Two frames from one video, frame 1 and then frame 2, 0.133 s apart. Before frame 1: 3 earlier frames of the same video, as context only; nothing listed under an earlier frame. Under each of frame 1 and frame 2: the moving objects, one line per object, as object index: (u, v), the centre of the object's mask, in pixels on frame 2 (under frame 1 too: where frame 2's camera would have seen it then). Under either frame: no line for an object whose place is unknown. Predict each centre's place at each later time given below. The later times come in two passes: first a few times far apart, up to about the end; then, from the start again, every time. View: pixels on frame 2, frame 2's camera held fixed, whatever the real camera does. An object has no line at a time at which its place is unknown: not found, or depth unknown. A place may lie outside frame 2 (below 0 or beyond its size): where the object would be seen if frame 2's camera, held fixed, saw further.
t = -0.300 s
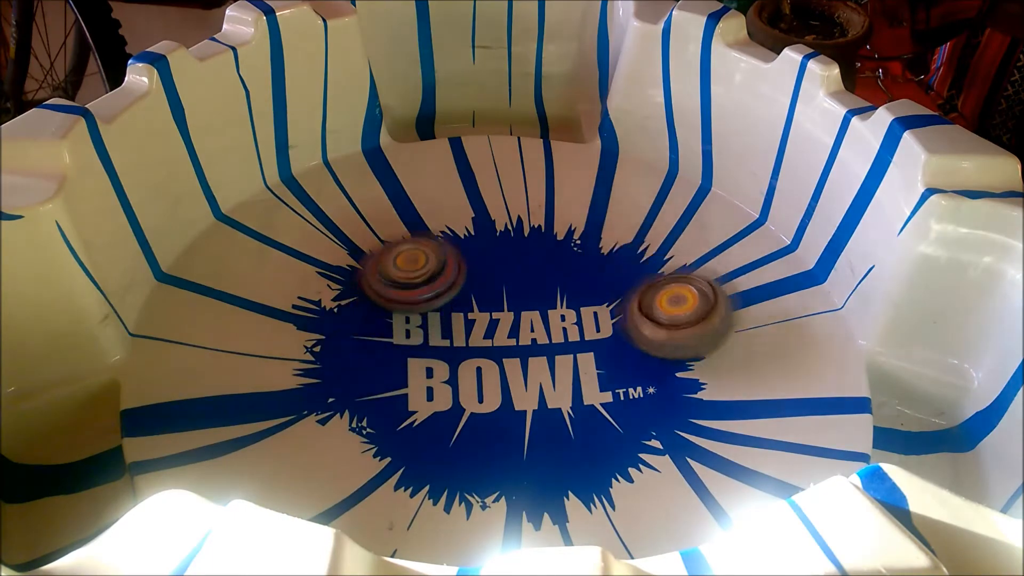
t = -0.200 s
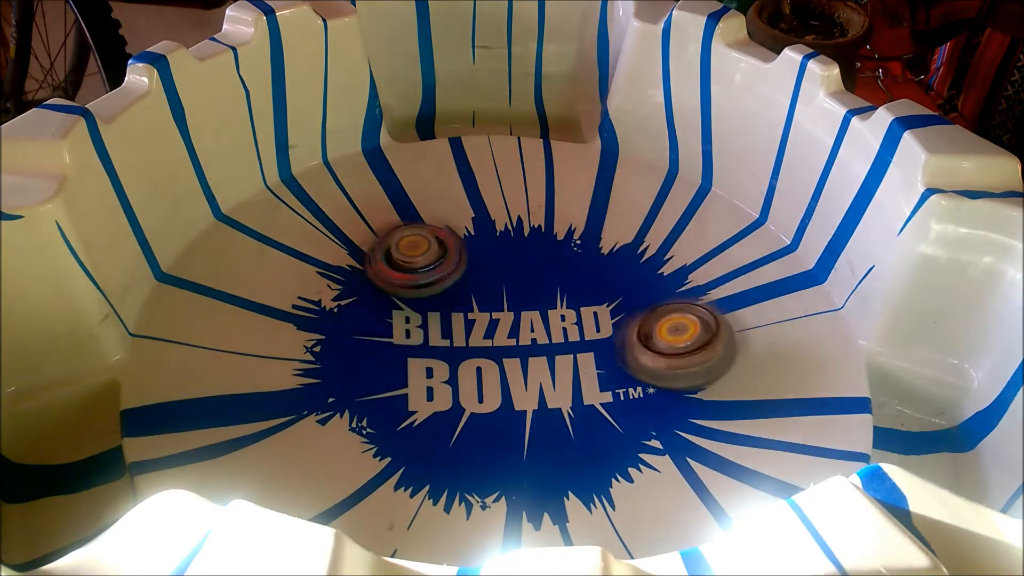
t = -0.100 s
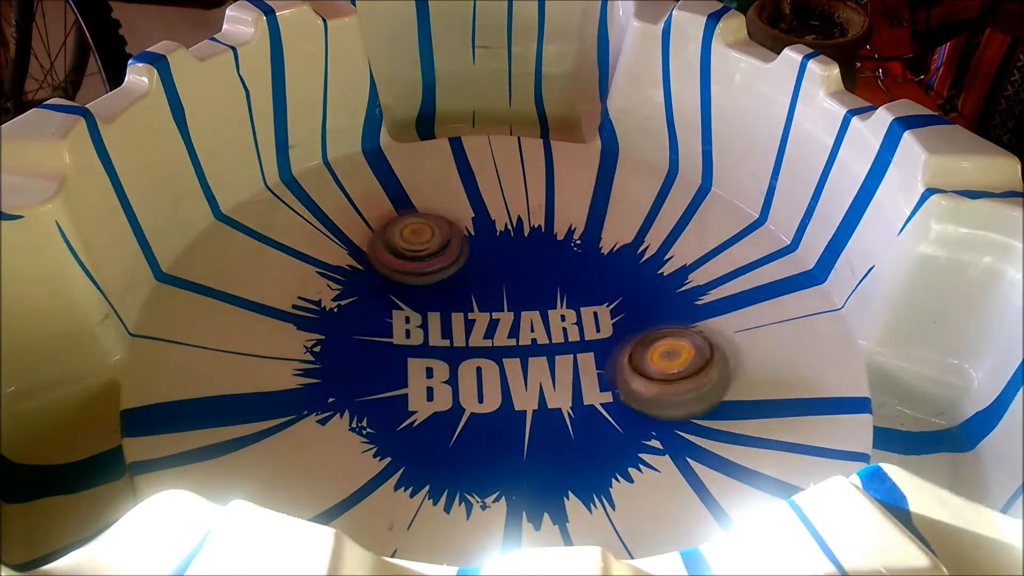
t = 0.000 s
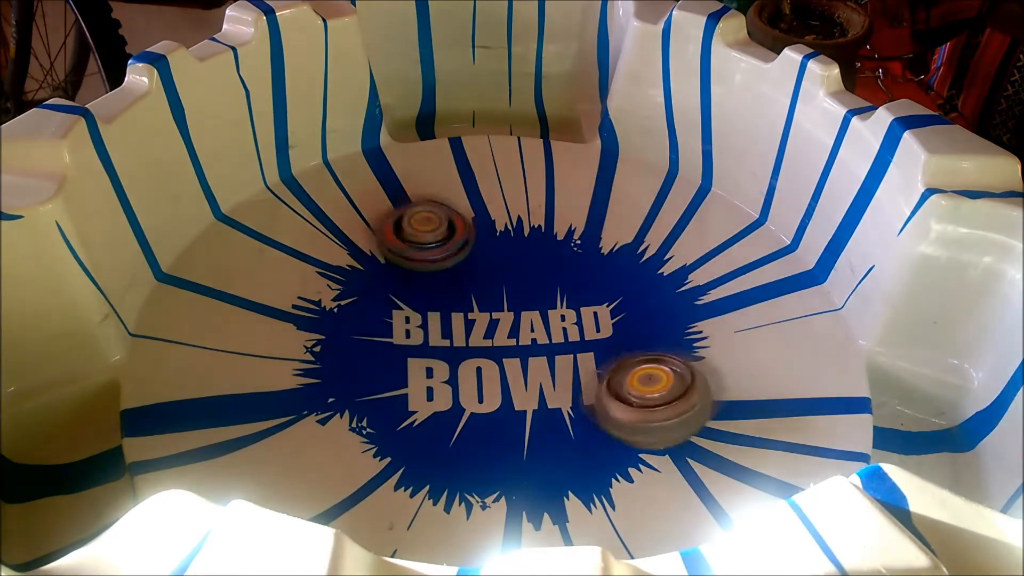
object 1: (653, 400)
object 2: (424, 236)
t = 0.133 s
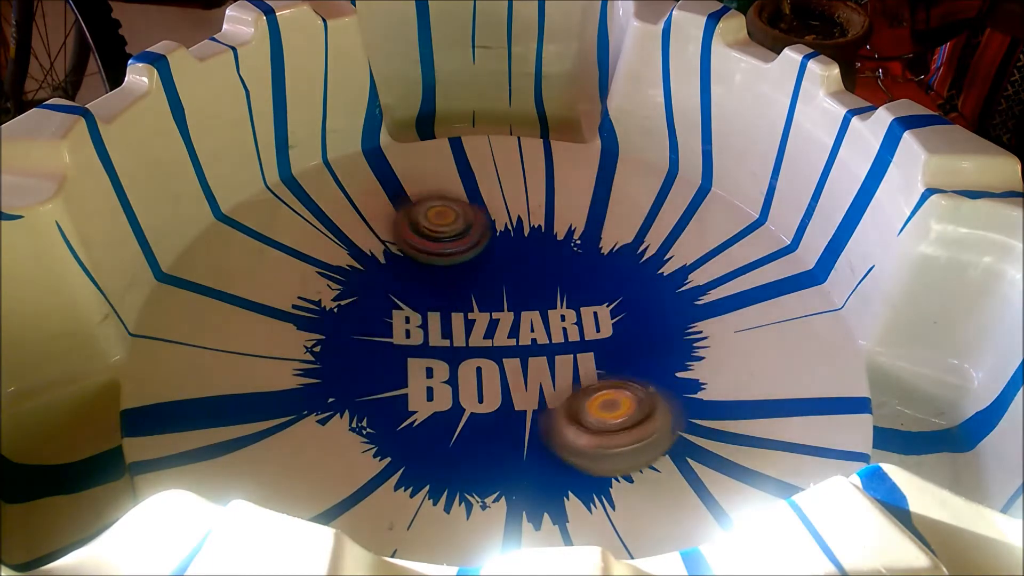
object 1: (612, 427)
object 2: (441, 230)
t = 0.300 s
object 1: (537, 449)
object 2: (466, 243)
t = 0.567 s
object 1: (407, 446)
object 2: (486, 277)
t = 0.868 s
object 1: (303, 391)
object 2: (518, 321)
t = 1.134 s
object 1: (285, 325)
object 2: (557, 357)
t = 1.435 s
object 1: (343, 264)
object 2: (589, 390)
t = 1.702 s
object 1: (426, 235)
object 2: (555, 398)
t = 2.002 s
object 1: (524, 236)
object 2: (495, 374)
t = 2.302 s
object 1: (606, 276)
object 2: (436, 347)
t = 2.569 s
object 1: (644, 335)
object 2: (384, 330)
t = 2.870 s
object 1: (609, 408)
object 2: (369, 312)
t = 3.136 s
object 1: (507, 441)
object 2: (410, 326)
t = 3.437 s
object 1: (377, 423)
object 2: (480, 335)
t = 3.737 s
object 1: (331, 357)
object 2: (516, 302)
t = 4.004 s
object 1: (351, 295)
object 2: (533, 278)
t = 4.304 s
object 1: (415, 253)
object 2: (542, 278)
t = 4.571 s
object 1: (446, 217)
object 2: (577, 342)
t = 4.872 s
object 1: (490, 215)
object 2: (613, 388)
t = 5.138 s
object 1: (517, 251)
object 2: (629, 427)
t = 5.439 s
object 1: (507, 305)
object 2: (560, 430)
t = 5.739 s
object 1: (436, 316)
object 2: (510, 470)
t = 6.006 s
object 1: (365, 308)
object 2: (454, 500)
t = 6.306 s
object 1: (319, 284)
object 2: (395, 462)
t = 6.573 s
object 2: (375, 411)
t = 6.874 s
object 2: (314, 424)
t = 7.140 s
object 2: (264, 403)
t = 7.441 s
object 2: (334, 369)
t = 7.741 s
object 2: (309, 332)
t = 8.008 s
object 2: (301, 287)
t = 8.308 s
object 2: (341, 254)
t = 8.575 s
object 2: (391, 247)
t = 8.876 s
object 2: (398, 203)
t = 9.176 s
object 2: (448, 213)
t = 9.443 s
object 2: (482, 246)
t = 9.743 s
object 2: (545, 261)
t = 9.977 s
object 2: (593, 252)
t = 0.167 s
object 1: (597, 433)
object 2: (446, 230)
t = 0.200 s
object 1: (582, 439)
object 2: (450, 232)
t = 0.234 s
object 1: (568, 443)
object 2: (456, 235)
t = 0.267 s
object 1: (552, 447)
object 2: (461, 238)
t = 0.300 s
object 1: (537, 449)
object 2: (466, 243)
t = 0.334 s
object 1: (520, 452)
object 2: (469, 247)
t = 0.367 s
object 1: (504, 453)
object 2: (473, 251)
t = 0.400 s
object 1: (485, 454)
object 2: (476, 255)
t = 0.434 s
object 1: (472, 454)
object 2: (477, 259)
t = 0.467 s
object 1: (456, 453)
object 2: (480, 263)
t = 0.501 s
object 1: (441, 451)
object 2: (482, 268)
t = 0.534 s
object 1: (424, 449)
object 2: (485, 273)
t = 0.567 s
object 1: (407, 446)
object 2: (486, 277)
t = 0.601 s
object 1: (393, 442)
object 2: (489, 282)
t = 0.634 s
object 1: (377, 437)
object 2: (492, 287)
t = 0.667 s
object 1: (363, 432)
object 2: (496, 292)
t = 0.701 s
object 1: (350, 426)
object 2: (500, 297)
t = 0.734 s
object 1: (338, 419)
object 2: (503, 302)
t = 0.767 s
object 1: (328, 413)
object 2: (507, 306)
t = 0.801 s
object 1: (319, 406)
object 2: (510, 311)
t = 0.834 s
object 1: (310, 399)
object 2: (515, 317)
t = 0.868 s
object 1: (303, 391)
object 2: (518, 321)
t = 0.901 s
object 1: (297, 383)
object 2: (523, 326)
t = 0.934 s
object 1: (291, 375)
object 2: (527, 331)
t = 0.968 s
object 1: (287, 366)
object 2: (532, 335)
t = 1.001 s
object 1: (284, 358)
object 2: (536, 340)
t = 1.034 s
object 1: (282, 349)
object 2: (541, 344)
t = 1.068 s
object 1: (281, 340)
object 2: (546, 348)
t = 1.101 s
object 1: (283, 332)
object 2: (550, 352)
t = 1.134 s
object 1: (285, 325)
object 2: (557, 357)
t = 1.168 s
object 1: (289, 317)
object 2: (562, 360)
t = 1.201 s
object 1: (294, 309)
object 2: (568, 364)
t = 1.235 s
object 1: (300, 302)
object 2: (572, 368)
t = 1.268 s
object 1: (305, 296)
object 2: (576, 372)
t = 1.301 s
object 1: (311, 289)
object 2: (579, 376)
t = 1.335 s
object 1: (318, 282)
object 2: (583, 380)
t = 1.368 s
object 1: (325, 275)
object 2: (586, 384)
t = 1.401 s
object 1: (333, 270)
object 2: (587, 387)
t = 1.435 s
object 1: (343, 264)
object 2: (589, 390)
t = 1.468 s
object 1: (352, 258)
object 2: (588, 393)
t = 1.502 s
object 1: (361, 254)
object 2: (586, 396)
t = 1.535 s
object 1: (372, 249)
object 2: (583, 400)
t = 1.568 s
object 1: (382, 245)
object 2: (580, 401)
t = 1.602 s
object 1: (393, 242)
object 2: (573, 403)
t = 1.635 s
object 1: (403, 239)
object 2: (568, 401)
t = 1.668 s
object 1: (415, 237)
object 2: (561, 399)
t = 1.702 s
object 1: (426, 235)
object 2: (555, 398)
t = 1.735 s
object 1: (437, 233)
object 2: (546, 395)
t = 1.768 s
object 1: (448, 232)
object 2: (540, 393)
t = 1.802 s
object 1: (459, 231)
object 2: (533, 392)
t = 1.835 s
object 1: (471, 232)
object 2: (527, 389)
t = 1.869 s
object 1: (482, 232)
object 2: (519, 387)
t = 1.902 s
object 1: (492, 232)
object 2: (513, 383)
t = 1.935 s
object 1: (504, 232)
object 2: (507, 380)
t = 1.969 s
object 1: (514, 234)
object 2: (501, 377)
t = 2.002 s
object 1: (524, 236)
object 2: (495, 374)
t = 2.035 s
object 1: (535, 239)
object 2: (489, 371)
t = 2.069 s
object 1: (546, 242)
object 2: (481, 367)
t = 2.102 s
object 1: (555, 246)
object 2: (475, 364)
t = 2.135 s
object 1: (565, 250)
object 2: (469, 362)
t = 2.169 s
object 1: (574, 254)
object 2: (463, 358)
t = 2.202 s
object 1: (582, 259)
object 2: (456, 356)
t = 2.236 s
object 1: (590, 265)
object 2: (449, 353)
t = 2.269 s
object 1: (598, 270)
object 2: (443, 349)
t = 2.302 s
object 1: (606, 276)
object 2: (436, 347)
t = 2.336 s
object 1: (612, 281)
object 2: (429, 345)
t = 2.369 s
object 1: (618, 289)
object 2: (422, 343)
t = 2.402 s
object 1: (624, 295)
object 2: (416, 341)
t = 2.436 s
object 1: (630, 302)
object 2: (410, 339)
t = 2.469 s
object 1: (635, 311)
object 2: (403, 337)
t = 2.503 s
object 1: (638, 319)
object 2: (396, 334)
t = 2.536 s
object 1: (642, 327)
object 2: (391, 332)
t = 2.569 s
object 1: (644, 335)
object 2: (384, 330)
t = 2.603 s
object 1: (644, 344)
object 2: (380, 328)
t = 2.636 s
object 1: (643, 353)
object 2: (374, 327)
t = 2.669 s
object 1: (641, 361)
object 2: (371, 324)
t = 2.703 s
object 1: (639, 370)
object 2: (367, 323)
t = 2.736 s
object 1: (634, 378)
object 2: (365, 319)
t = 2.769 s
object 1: (630, 386)
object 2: (364, 318)
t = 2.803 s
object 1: (624, 394)
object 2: (365, 316)
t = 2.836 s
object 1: (616, 402)
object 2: (364, 314)
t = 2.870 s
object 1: (609, 408)
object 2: (369, 312)
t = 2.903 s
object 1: (598, 415)
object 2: (372, 312)
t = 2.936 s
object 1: (587, 421)
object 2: (378, 312)
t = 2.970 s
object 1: (574, 426)
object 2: (384, 314)
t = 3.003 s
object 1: (561, 430)
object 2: (390, 315)
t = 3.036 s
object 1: (548, 434)
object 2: (393, 315)
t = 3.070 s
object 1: (537, 437)
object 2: (399, 320)
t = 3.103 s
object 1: (522, 439)
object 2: (404, 323)
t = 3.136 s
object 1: (507, 441)
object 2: (410, 326)
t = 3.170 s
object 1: (494, 441)
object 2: (415, 329)
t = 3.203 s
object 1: (480, 441)
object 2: (421, 332)
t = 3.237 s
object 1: (464, 441)
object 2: (426, 336)
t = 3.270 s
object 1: (451, 438)
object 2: (432, 338)
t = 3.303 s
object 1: (436, 436)
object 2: (437, 341)
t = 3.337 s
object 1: (421, 437)
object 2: (448, 339)
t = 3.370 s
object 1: (404, 435)
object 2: (462, 337)
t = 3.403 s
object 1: (389, 430)
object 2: (472, 336)
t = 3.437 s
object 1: (377, 423)
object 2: (480, 335)
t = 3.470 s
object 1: (367, 416)
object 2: (486, 331)
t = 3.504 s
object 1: (358, 410)
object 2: (491, 328)
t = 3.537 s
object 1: (352, 403)
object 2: (495, 324)
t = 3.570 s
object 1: (347, 395)
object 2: (498, 320)
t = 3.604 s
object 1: (341, 388)
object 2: (502, 316)
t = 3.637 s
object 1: (338, 381)
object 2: (506, 313)
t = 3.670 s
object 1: (334, 373)
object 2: (510, 309)
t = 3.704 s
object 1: (332, 365)
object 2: (513, 306)
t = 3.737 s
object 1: (331, 357)
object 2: (516, 302)
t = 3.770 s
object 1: (331, 349)
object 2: (518, 299)
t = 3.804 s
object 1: (332, 340)
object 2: (521, 295)
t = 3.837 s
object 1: (333, 332)
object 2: (524, 292)
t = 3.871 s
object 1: (335, 324)
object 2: (525, 288)
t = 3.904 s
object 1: (338, 316)
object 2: (528, 285)
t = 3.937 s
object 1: (342, 309)
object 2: (530, 282)
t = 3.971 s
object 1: (346, 301)
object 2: (532, 280)
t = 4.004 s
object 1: (351, 295)
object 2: (533, 278)
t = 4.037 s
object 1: (358, 289)
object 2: (534, 276)
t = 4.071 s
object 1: (366, 283)
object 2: (535, 275)
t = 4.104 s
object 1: (374, 278)
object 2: (536, 273)
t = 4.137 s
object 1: (384, 274)
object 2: (536, 273)
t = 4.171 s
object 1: (392, 269)
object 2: (536, 273)
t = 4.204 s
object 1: (401, 266)
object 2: (536, 273)
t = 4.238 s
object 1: (411, 263)
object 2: (535, 273)
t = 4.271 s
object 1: (411, 257)
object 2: (540, 275)
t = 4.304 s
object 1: (415, 253)
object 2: (542, 278)
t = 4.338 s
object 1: (421, 250)
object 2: (541, 280)
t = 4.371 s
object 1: (427, 248)
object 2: (539, 284)
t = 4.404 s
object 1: (430, 242)
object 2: (544, 293)
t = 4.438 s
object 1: (430, 232)
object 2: (557, 310)
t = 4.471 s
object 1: (434, 227)
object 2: (565, 322)
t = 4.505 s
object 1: (438, 223)
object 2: (570, 329)
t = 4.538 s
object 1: (442, 219)
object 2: (573, 336)
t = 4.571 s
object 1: (446, 217)
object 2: (577, 342)
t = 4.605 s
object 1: (450, 215)
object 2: (581, 349)
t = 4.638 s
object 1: (456, 213)
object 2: (584, 354)
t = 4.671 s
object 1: (461, 211)
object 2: (588, 360)
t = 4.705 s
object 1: (466, 210)
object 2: (593, 365)
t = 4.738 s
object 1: (471, 210)
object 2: (598, 371)
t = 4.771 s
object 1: (476, 210)
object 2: (602, 375)
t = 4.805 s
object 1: (481, 211)
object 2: (606, 380)
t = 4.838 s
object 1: (485, 213)
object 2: (609, 384)
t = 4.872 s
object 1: (490, 215)
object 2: (613, 388)
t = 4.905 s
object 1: (494, 218)
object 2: (616, 393)
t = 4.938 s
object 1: (498, 221)
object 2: (622, 399)
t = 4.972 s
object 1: (502, 225)
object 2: (625, 404)
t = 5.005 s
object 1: (507, 229)
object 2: (628, 410)
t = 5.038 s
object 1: (509, 234)
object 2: (630, 413)
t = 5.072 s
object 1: (512, 240)
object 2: (632, 419)
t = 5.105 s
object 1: (515, 245)
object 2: (631, 424)
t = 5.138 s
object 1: (517, 251)
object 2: (629, 427)
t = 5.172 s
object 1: (518, 257)
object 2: (625, 432)
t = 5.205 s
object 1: (519, 263)
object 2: (619, 434)
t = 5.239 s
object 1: (519, 268)
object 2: (610, 438)
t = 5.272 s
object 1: (519, 274)
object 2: (603, 438)
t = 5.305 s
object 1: (518, 280)
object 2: (595, 439)
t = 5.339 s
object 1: (516, 286)
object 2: (585, 437)
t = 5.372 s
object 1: (513, 293)
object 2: (577, 436)
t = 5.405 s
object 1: (510, 299)
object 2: (568, 433)
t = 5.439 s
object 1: (507, 305)
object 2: (560, 430)
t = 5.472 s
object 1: (502, 311)
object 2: (551, 427)
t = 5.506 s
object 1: (497, 316)
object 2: (544, 424)
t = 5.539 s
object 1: (492, 322)
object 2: (535, 420)
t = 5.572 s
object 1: (482, 320)
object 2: (531, 431)
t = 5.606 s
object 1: (473, 315)
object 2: (530, 446)
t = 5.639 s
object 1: (465, 314)
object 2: (526, 456)
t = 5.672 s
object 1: (455, 315)
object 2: (521, 462)
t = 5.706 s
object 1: (446, 316)
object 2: (516, 465)
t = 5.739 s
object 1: (436, 316)
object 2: (510, 470)
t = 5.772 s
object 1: (427, 315)
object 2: (504, 474)
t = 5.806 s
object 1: (417, 315)
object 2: (498, 478)
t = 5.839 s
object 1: (408, 315)
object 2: (491, 483)
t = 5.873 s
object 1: (399, 314)
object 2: (484, 487)
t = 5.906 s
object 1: (390, 312)
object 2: (477, 492)
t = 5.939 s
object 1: (381, 311)
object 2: (469, 495)
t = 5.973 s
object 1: (373, 309)
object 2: (462, 498)
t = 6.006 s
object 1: (365, 308)
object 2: (454, 500)
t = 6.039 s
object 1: (356, 305)
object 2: (443, 501)
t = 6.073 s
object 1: (348, 302)
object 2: (434, 499)
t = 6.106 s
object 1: (341, 300)
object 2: (424, 492)
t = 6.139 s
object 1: (336, 297)
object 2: (417, 490)
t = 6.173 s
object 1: (331, 294)
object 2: (410, 487)
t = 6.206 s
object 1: (326, 291)
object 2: (406, 480)
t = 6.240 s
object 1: (322, 289)
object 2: (402, 475)
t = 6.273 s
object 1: (320, 286)
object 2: (398, 468)
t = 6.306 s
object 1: (319, 284)
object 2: (395, 462)
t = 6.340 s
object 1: (318, 282)
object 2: (392, 456)
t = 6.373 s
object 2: (390, 449)
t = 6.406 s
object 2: (387, 440)
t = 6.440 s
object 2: (384, 433)
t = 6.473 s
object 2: (382, 427)
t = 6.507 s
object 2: (379, 423)
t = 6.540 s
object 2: (377, 417)
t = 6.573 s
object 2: (375, 411)
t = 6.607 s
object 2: (372, 405)
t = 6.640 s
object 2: (369, 399)
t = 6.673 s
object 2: (366, 393)
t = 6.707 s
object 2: (364, 387)
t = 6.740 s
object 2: (353, 393)
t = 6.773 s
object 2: (338, 407)
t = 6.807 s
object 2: (327, 417)
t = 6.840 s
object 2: (318, 423)
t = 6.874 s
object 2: (314, 424)
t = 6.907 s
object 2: (308, 423)
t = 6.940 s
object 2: (300, 423)
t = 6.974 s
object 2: (291, 422)
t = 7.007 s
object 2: (283, 420)
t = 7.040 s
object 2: (275, 417)
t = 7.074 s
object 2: (270, 413)
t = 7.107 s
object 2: (265, 408)
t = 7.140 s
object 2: (264, 403)
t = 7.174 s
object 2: (265, 397)
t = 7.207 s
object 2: (272, 390)
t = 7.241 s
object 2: (279, 387)
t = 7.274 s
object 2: (287, 382)
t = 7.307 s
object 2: (297, 379)
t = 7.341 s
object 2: (306, 377)
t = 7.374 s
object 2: (315, 375)
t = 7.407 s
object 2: (324, 372)
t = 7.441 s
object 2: (334, 369)
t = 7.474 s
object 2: (343, 367)
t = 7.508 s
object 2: (351, 365)
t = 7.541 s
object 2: (360, 362)
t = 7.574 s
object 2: (367, 357)
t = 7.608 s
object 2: (339, 352)
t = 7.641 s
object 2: (321, 346)
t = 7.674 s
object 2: (312, 343)
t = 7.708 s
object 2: (310, 338)
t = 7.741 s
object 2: (309, 332)
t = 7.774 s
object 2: (307, 326)
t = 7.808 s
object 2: (305, 319)
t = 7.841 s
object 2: (303, 313)
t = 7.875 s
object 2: (302, 307)
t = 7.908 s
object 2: (301, 303)
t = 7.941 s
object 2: (301, 298)
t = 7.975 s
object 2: (301, 292)
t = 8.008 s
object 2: (301, 287)
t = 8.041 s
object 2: (303, 282)
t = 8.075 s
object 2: (305, 277)
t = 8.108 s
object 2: (308, 272)
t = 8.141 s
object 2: (311, 268)
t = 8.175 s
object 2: (317, 264)
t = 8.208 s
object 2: (323, 261)
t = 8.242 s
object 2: (329, 257)
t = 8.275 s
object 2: (336, 255)
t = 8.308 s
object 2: (341, 254)
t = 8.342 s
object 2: (349, 254)
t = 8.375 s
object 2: (356, 254)
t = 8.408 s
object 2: (364, 254)
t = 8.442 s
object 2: (371, 254)
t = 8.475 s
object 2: (381, 255)
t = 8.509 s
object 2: (388, 256)
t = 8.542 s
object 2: (395, 256)
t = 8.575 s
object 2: (391, 247)
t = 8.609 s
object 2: (385, 237)
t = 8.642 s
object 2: (382, 231)
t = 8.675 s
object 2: (384, 227)
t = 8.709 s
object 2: (385, 222)
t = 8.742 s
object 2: (387, 218)
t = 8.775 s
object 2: (389, 214)
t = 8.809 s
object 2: (392, 210)
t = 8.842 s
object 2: (395, 206)
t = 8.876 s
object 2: (398, 203)
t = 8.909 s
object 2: (403, 201)
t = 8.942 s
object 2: (410, 198)
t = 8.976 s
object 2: (415, 197)
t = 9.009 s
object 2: (422, 197)
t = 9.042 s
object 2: (428, 199)
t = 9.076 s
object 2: (434, 202)
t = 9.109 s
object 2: (440, 205)
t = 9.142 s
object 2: (443, 209)
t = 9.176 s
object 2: (448, 213)
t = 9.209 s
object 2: (451, 217)
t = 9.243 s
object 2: (456, 222)
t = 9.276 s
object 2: (460, 226)
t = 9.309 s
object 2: (464, 230)
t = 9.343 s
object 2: (468, 233)
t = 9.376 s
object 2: (473, 239)
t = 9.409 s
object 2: (478, 243)
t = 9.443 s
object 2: (482, 246)
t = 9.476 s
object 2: (487, 250)
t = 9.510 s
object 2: (492, 253)
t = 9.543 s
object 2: (498, 257)
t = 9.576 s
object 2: (504, 261)
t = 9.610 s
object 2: (509, 264)
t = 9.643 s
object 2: (515, 267)
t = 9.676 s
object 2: (522, 270)
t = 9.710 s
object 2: (534, 265)
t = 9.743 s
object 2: (545, 261)
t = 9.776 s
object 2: (552, 259)
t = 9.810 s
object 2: (560, 259)
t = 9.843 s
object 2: (567, 258)
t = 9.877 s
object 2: (574, 257)
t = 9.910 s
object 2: (580, 256)
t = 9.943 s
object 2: (587, 254)
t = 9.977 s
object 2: (593, 252)
